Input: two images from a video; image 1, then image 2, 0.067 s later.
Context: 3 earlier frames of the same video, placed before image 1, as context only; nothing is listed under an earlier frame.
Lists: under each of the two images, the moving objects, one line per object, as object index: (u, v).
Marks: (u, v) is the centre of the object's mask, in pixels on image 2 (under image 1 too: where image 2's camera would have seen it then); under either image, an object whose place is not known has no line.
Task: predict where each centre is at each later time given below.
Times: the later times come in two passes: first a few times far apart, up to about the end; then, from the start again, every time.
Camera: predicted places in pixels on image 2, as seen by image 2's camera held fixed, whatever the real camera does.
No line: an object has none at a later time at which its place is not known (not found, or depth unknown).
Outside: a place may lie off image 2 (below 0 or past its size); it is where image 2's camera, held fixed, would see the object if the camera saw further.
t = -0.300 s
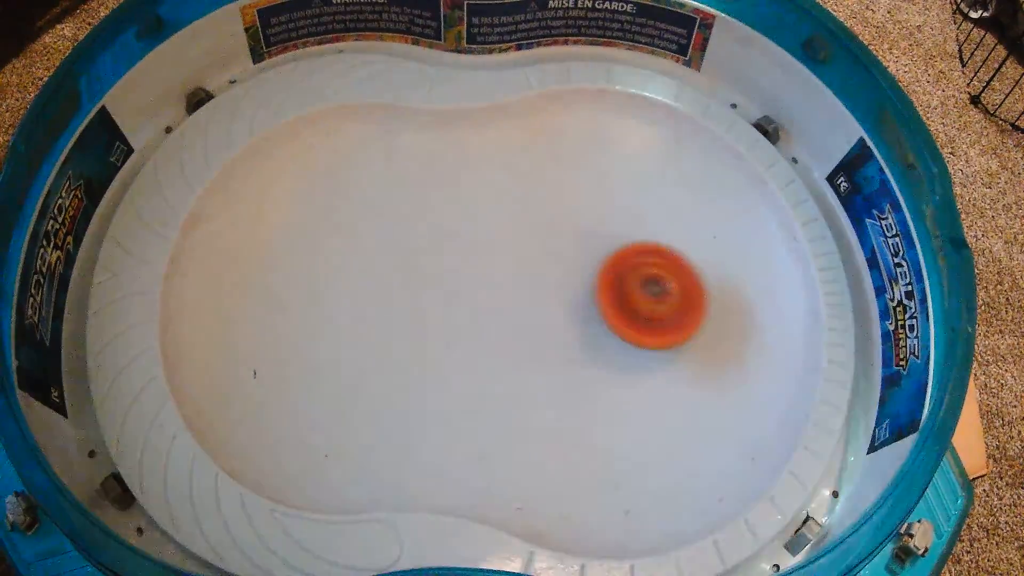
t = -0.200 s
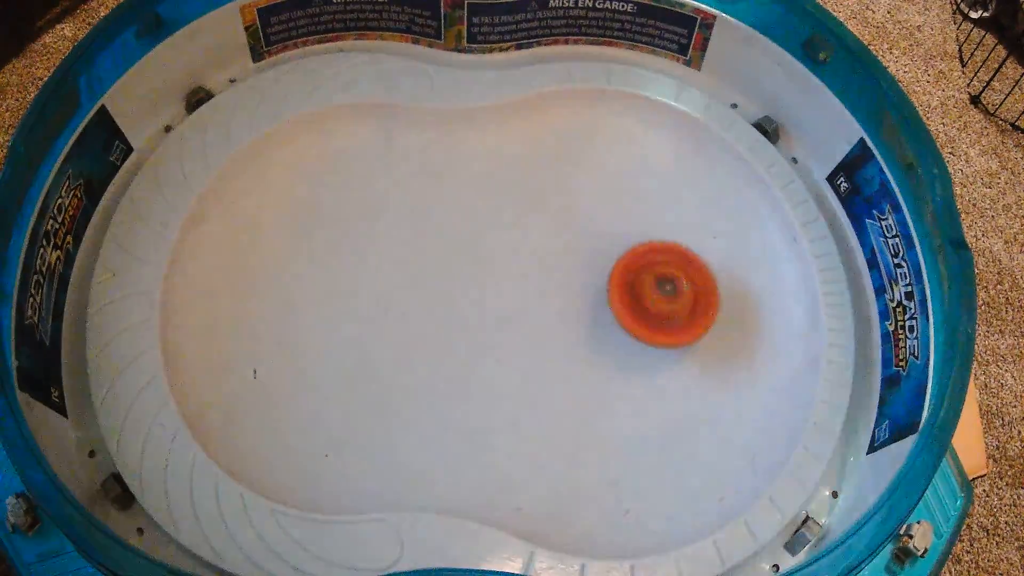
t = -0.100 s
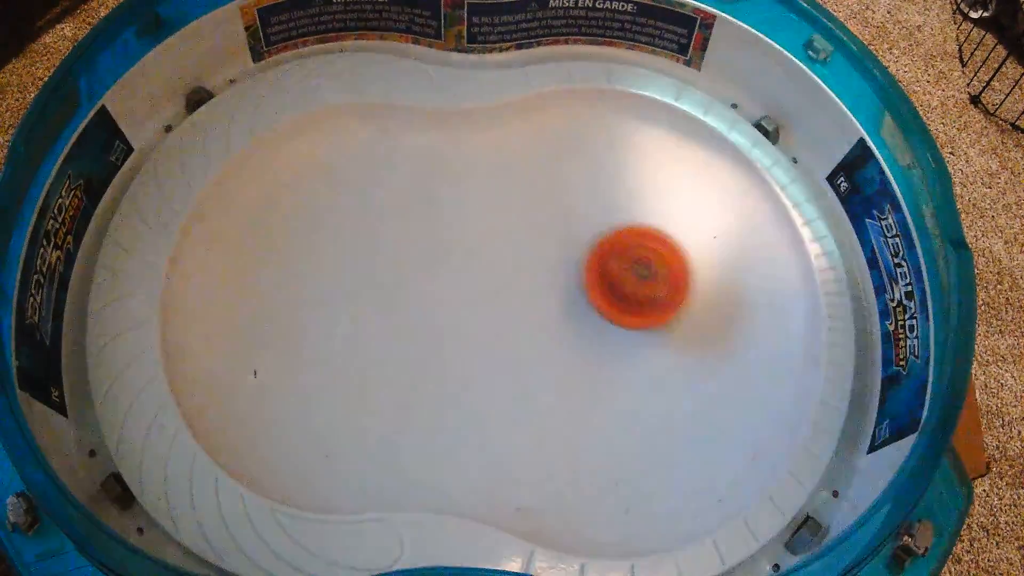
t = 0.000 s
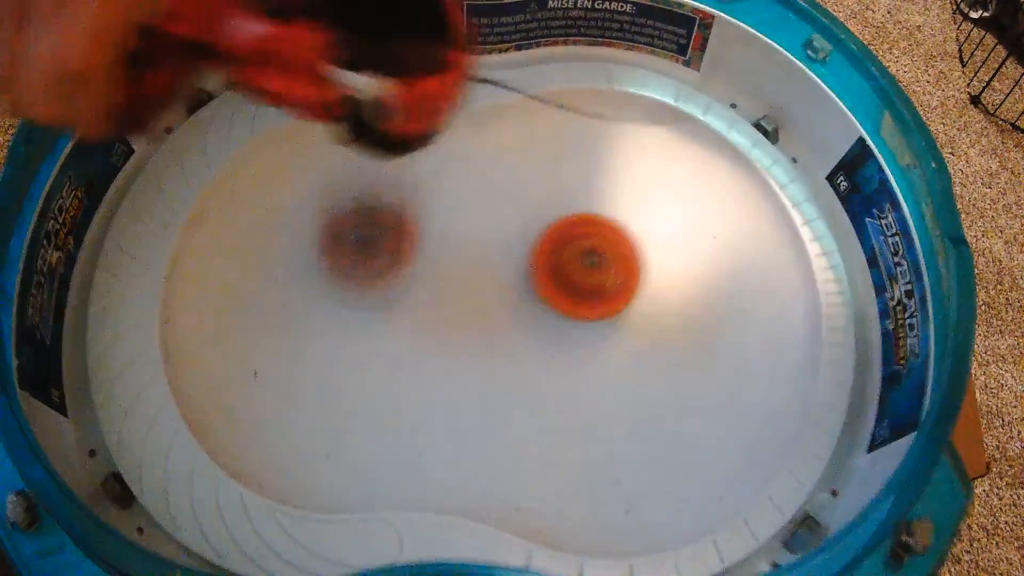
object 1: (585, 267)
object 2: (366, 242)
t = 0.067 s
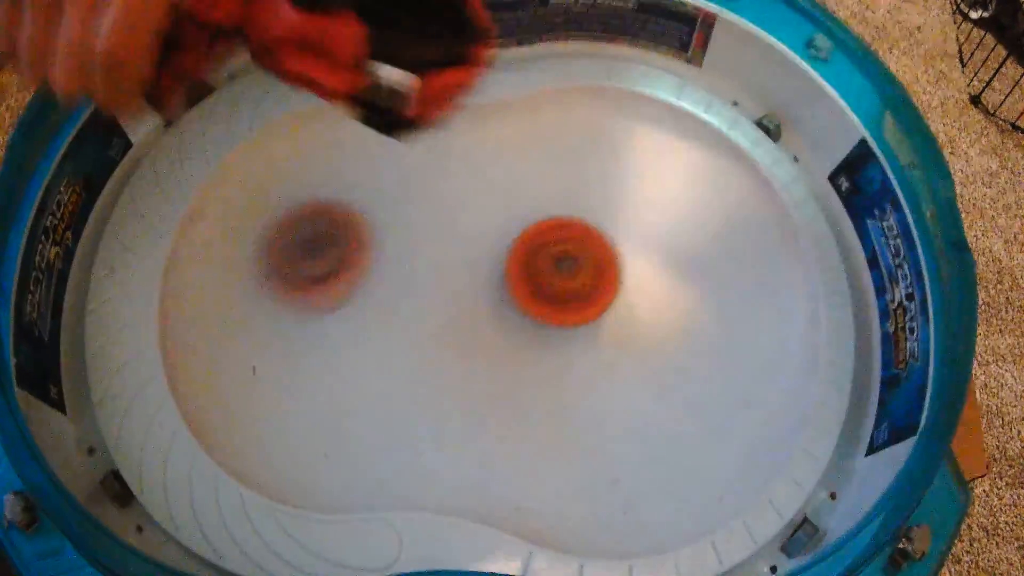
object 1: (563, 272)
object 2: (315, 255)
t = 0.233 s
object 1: (548, 330)
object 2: (257, 383)
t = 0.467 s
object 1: (684, 358)
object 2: (536, 374)
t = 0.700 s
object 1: (789, 193)
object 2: (518, 301)
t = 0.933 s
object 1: (437, 212)
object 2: (328, 279)
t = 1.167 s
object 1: (387, 266)
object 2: (262, 391)
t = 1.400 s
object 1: (486, 156)
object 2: (677, 405)
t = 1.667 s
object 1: (654, 291)
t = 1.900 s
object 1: (688, 353)
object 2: (202, 300)
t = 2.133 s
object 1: (631, 289)
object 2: (582, 436)
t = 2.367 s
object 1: (624, 269)
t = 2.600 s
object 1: (621, 286)
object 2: (314, 249)
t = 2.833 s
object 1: (609, 323)
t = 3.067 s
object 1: (783, 263)
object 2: (449, 320)
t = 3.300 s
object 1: (733, 156)
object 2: (224, 209)
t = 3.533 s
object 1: (472, 233)
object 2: (420, 398)
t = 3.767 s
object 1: (313, 329)
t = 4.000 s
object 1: (319, 341)
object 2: (553, 155)
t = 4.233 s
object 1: (258, 322)
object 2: (468, 425)
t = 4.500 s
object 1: (336, 311)
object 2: (629, 342)
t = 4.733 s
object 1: (384, 252)
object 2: (561, 320)
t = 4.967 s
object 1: (375, 190)
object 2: (511, 361)
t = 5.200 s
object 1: (318, 221)
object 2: (534, 311)
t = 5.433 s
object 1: (354, 286)
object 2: (538, 255)
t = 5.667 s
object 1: (268, 346)
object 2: (725, 213)
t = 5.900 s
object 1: (347, 354)
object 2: (635, 238)
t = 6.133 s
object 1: (372, 323)
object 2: (578, 416)
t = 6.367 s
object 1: (373, 310)
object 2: (658, 461)
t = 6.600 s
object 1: (381, 294)
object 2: (604, 290)
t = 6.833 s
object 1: (413, 281)
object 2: (533, 164)
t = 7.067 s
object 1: (434, 396)
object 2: (471, 148)
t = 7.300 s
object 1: (496, 467)
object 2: (539, 234)
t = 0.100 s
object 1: (553, 282)
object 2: (286, 274)
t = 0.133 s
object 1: (547, 292)
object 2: (264, 304)
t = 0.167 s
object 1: (544, 303)
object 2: (250, 338)
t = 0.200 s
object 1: (544, 316)
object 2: (249, 366)
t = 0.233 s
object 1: (548, 330)
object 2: (257, 383)
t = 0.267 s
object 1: (557, 344)
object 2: (276, 404)
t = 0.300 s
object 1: (569, 354)
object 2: (307, 418)
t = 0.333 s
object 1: (585, 363)
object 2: (345, 422)
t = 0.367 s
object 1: (604, 367)
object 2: (392, 416)
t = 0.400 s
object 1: (625, 368)
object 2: (443, 406)
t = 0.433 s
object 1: (645, 365)
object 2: (499, 392)
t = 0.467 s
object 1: (684, 358)
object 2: (536, 374)
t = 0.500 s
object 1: (768, 335)
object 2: (537, 358)
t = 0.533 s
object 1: (803, 305)
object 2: (541, 344)
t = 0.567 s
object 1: (827, 275)
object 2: (541, 334)
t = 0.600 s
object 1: (842, 250)
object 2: (542, 323)
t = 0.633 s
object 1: (847, 230)
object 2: (538, 315)
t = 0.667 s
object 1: (821, 210)
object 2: (530, 307)
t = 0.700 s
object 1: (789, 193)
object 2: (518, 301)
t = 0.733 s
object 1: (750, 186)
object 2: (502, 298)
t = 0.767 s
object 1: (705, 185)
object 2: (483, 295)
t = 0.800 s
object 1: (644, 181)
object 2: (459, 291)
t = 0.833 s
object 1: (586, 179)
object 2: (432, 288)
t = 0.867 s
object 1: (532, 182)
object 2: (402, 284)
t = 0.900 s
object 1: (480, 196)
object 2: (368, 279)
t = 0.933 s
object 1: (437, 212)
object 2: (328, 279)
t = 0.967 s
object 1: (431, 215)
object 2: (253, 288)
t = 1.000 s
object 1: (425, 219)
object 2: (200, 296)
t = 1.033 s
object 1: (417, 225)
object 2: (183, 303)
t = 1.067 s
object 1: (408, 233)
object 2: (174, 330)
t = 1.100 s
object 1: (401, 243)
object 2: (184, 360)
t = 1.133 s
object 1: (394, 255)
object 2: (215, 374)
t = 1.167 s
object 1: (387, 266)
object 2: (262, 391)
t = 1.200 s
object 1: (382, 279)
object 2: (321, 404)
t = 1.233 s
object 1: (384, 281)
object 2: (377, 417)
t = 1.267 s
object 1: (409, 242)
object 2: (428, 446)
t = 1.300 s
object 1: (431, 210)
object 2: (477, 449)
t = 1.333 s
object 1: (451, 183)
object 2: (534, 445)
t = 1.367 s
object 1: (469, 166)
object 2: (609, 433)
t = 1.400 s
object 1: (486, 156)
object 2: (677, 405)
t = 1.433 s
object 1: (503, 154)
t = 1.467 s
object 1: (522, 157)
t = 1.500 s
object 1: (544, 172)
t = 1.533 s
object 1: (567, 194)
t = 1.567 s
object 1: (591, 218)
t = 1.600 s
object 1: (615, 242)
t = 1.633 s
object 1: (636, 266)
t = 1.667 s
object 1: (654, 291)
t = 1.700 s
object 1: (668, 312)
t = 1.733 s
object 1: (679, 327)
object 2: (510, 102)
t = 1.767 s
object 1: (686, 343)
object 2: (447, 127)
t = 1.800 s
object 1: (691, 352)
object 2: (380, 162)
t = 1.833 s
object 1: (692, 358)
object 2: (319, 212)
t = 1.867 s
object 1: (691, 360)
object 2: (249, 252)
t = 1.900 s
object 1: (688, 353)
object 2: (202, 300)
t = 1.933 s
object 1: (679, 351)
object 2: (188, 357)
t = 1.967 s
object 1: (671, 342)
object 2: (202, 417)
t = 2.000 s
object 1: (663, 332)
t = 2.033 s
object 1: (655, 321)
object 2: (333, 473)
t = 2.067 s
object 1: (647, 309)
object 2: (426, 459)
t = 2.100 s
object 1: (638, 299)
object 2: (504, 447)
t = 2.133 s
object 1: (631, 289)
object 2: (582, 436)
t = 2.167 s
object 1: (626, 280)
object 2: (661, 412)
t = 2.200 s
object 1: (622, 272)
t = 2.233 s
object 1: (619, 267)
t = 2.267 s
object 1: (618, 267)
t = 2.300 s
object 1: (619, 268)
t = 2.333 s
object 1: (622, 269)
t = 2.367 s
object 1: (624, 269)
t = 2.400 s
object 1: (626, 269)
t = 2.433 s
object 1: (626, 270)
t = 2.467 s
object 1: (625, 271)
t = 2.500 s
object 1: (625, 273)
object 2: (514, 103)
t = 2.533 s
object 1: (625, 275)
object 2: (449, 137)
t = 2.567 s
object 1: (622, 280)
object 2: (379, 199)
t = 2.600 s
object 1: (621, 286)
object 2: (314, 249)
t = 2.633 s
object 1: (619, 291)
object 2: (249, 300)
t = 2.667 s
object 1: (619, 297)
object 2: (210, 351)
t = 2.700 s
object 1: (618, 303)
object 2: (209, 399)
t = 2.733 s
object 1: (616, 308)
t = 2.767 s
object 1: (614, 312)
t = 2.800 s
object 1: (611, 318)
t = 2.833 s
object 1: (609, 323)
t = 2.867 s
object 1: (608, 327)
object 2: (362, 509)
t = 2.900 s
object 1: (608, 331)
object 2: (409, 466)
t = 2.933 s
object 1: (609, 333)
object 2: (453, 428)
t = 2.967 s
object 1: (610, 335)
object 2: (493, 400)
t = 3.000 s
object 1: (652, 325)
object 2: (497, 373)
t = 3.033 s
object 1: (724, 297)
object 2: (473, 348)
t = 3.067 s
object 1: (783, 263)
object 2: (449, 320)
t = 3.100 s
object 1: (803, 230)
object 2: (423, 292)
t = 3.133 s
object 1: (816, 203)
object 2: (390, 261)
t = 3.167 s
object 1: (823, 187)
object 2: (356, 235)
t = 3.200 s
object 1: (817, 172)
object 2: (316, 213)
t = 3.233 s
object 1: (795, 163)
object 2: (273, 196)
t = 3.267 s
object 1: (768, 155)
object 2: (242, 195)
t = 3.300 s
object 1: (733, 156)
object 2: (224, 209)
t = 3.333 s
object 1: (693, 163)
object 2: (212, 236)
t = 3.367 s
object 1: (647, 169)
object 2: (213, 268)
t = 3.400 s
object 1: (606, 179)
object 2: (223, 308)
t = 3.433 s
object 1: (569, 188)
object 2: (254, 342)
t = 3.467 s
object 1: (536, 200)
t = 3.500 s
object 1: (504, 216)
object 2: (355, 393)
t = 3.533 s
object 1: (472, 233)
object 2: (420, 398)
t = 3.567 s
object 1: (445, 248)
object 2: (481, 396)
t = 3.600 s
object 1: (417, 264)
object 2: (544, 386)
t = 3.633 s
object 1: (393, 278)
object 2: (610, 377)
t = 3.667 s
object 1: (371, 292)
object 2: (666, 363)
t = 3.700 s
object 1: (350, 306)
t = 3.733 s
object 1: (330, 320)
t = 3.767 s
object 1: (313, 329)
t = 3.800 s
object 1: (300, 337)
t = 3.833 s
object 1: (292, 341)
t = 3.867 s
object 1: (290, 343)
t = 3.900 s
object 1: (292, 343)
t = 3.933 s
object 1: (299, 343)
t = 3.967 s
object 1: (309, 342)
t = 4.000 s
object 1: (319, 341)
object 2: (553, 155)
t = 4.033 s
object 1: (328, 338)
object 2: (502, 200)
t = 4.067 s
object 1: (335, 335)
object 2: (458, 262)
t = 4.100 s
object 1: (317, 333)
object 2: (429, 332)
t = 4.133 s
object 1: (292, 334)
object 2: (421, 400)
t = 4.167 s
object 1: (273, 332)
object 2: (426, 447)
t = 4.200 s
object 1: (263, 326)
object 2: (445, 436)
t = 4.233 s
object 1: (258, 322)
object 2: (468, 425)
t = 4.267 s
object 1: (258, 318)
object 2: (491, 419)
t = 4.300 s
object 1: (265, 317)
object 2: (514, 419)
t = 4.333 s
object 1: (274, 316)
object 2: (536, 408)
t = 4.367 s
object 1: (284, 315)
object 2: (557, 392)
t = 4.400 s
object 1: (299, 315)
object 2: (578, 380)
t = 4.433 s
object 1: (312, 313)
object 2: (599, 365)
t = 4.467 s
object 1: (324, 312)
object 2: (615, 353)
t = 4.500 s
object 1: (336, 311)
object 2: (629, 342)
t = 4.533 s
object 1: (347, 307)
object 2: (637, 330)
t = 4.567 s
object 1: (355, 303)
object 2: (637, 321)
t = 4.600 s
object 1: (362, 297)
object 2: (631, 315)
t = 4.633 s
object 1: (368, 289)
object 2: (618, 310)
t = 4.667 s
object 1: (374, 278)
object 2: (601, 311)
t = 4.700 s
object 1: (380, 265)
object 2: (581, 314)
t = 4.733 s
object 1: (384, 252)
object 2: (561, 320)
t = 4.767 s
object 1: (388, 238)
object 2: (543, 330)
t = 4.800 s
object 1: (391, 225)
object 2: (526, 341)
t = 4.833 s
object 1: (392, 213)
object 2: (515, 350)
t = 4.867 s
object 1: (391, 203)
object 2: (510, 356)
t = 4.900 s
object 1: (388, 196)
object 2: (509, 361)
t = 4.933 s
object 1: (383, 192)
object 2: (509, 362)
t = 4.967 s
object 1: (375, 190)
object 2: (511, 361)
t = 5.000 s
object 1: (367, 191)
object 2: (516, 359)
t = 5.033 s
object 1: (358, 194)
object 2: (520, 354)
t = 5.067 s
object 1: (346, 199)
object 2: (524, 348)
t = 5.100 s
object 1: (335, 204)
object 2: (528, 340)
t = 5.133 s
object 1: (326, 209)
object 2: (530, 333)
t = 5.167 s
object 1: (320, 214)
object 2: (532, 323)
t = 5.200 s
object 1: (318, 221)
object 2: (534, 311)
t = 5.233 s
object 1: (322, 229)
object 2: (531, 301)
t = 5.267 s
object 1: (330, 239)
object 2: (529, 289)
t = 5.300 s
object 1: (341, 250)
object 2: (527, 279)
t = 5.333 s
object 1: (356, 260)
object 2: (520, 269)
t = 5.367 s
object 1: (372, 269)
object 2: (513, 261)
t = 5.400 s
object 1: (384, 276)
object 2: (508, 259)
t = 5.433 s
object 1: (354, 286)
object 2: (538, 255)
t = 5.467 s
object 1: (322, 298)
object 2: (583, 253)
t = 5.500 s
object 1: (296, 305)
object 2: (613, 252)
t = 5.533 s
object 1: (277, 311)
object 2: (642, 247)
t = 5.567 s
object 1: (266, 318)
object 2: (667, 241)
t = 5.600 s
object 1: (263, 326)
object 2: (690, 233)
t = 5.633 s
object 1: (263, 336)
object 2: (710, 223)
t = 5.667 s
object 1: (268, 346)
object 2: (725, 213)
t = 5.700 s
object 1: (277, 355)
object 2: (730, 203)
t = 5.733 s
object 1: (288, 362)
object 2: (728, 193)
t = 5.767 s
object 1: (301, 366)
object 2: (716, 186)
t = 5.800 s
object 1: (315, 367)
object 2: (700, 185)
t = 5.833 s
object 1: (327, 365)
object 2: (673, 196)
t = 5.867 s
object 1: (338, 360)
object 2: (652, 215)
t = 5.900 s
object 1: (347, 354)
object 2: (635, 238)
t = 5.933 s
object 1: (353, 348)
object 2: (623, 260)
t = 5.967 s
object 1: (358, 342)
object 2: (613, 288)
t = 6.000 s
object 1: (363, 337)
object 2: (603, 317)
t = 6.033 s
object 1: (366, 332)
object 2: (596, 338)
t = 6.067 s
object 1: (369, 329)
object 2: (588, 367)
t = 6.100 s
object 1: (370, 326)
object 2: (584, 387)
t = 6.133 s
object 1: (372, 323)
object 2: (578, 416)
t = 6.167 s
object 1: (372, 321)
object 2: (576, 440)
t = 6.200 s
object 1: (373, 319)
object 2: (580, 460)
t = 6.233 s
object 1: (373, 317)
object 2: (590, 477)
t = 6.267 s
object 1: (373, 315)
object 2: (604, 489)
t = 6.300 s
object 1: (373, 314)
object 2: (627, 490)
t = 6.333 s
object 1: (372, 312)
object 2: (647, 482)
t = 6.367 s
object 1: (373, 310)
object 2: (658, 461)
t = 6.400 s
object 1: (373, 307)
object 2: (658, 432)
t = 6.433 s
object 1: (374, 305)
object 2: (655, 405)
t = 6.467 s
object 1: (375, 303)
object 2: (645, 380)
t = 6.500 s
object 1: (376, 300)
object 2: (636, 359)
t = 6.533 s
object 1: (378, 298)
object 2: (626, 336)
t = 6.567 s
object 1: (379, 296)
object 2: (614, 314)
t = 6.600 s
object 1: (381, 294)
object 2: (604, 290)
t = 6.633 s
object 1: (383, 291)
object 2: (594, 270)
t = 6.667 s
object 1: (386, 289)
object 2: (583, 248)
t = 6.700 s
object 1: (389, 287)
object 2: (574, 230)
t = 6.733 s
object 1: (394, 284)
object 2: (564, 210)
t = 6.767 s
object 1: (400, 282)
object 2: (553, 193)
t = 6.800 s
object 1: (407, 281)
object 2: (545, 177)
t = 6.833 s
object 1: (413, 281)
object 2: (533, 164)
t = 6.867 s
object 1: (420, 283)
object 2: (519, 153)
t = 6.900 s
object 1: (427, 285)
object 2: (504, 149)
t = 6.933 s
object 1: (433, 287)
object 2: (488, 149)
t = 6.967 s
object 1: (440, 288)
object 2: (471, 156)
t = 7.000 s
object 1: (448, 290)
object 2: (458, 169)
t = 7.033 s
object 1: (444, 330)
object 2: (455, 174)
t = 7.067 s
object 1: (434, 396)
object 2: (471, 148)
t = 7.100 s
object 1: (427, 445)
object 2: (480, 136)
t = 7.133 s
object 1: (428, 464)
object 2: (487, 136)
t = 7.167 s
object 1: (435, 467)
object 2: (490, 148)
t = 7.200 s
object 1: (444, 473)
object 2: (497, 165)
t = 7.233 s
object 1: (455, 475)
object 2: (503, 186)
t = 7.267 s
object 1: (473, 473)
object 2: (519, 205)
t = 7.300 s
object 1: (496, 467)
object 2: (539, 234)
